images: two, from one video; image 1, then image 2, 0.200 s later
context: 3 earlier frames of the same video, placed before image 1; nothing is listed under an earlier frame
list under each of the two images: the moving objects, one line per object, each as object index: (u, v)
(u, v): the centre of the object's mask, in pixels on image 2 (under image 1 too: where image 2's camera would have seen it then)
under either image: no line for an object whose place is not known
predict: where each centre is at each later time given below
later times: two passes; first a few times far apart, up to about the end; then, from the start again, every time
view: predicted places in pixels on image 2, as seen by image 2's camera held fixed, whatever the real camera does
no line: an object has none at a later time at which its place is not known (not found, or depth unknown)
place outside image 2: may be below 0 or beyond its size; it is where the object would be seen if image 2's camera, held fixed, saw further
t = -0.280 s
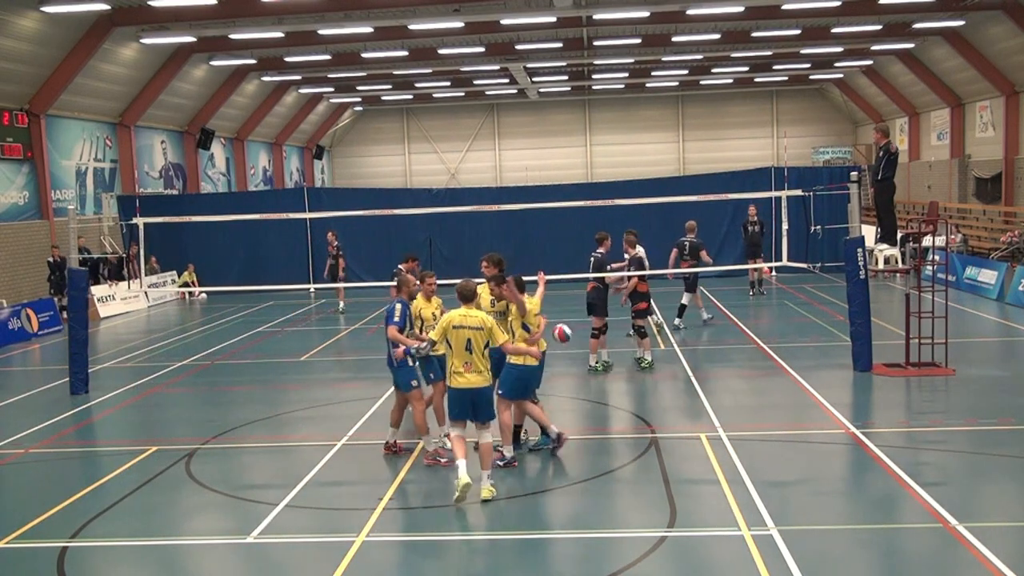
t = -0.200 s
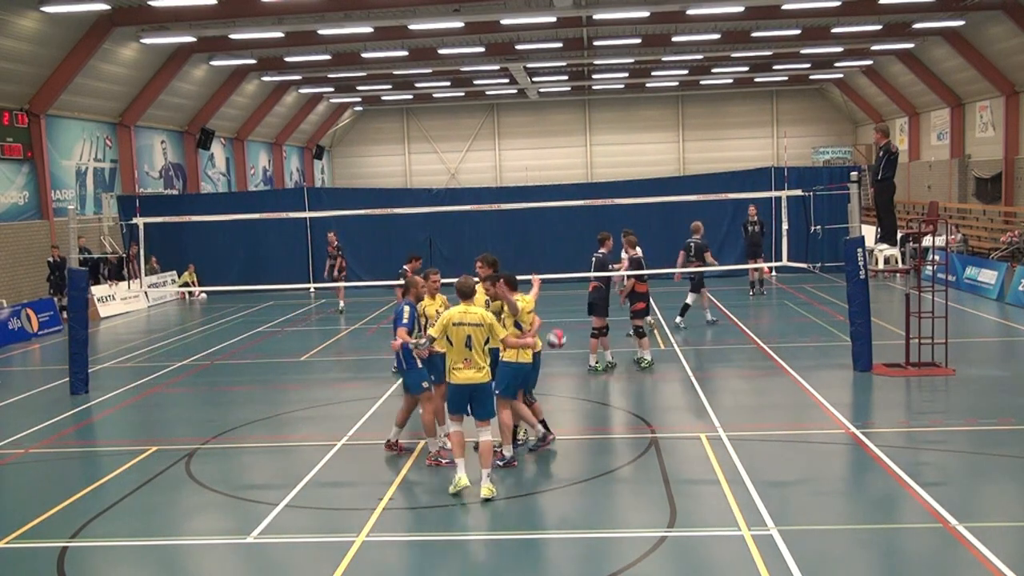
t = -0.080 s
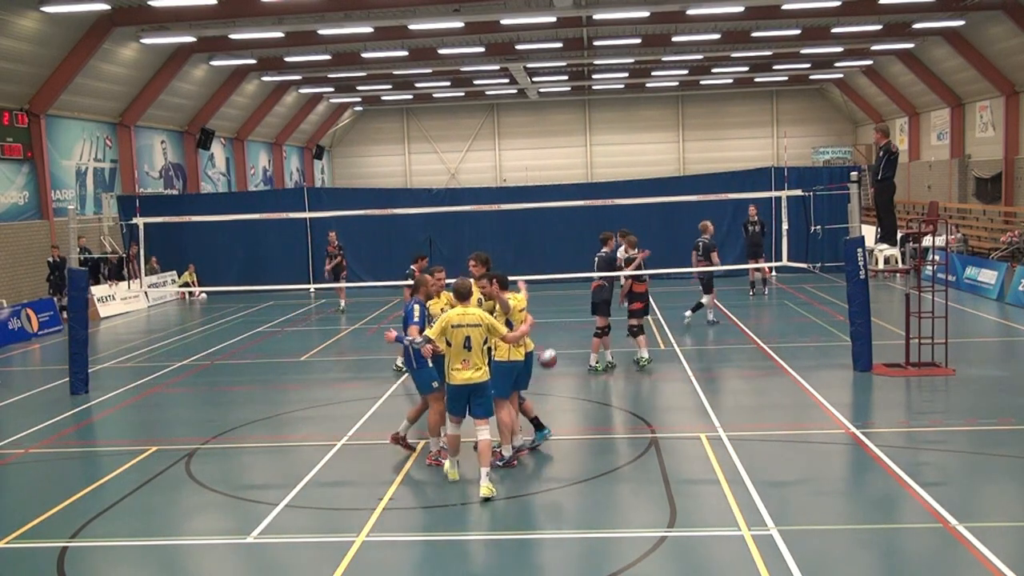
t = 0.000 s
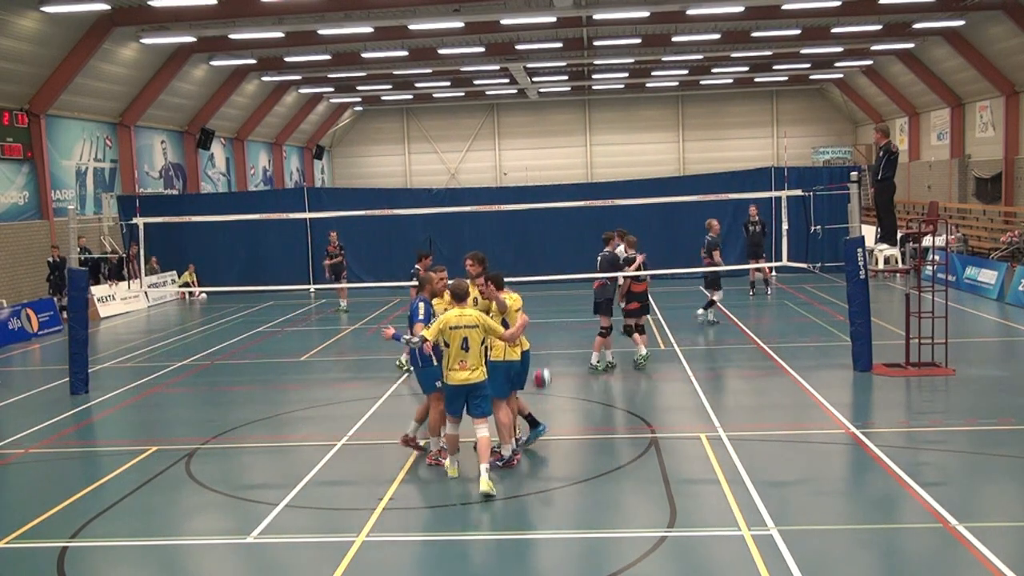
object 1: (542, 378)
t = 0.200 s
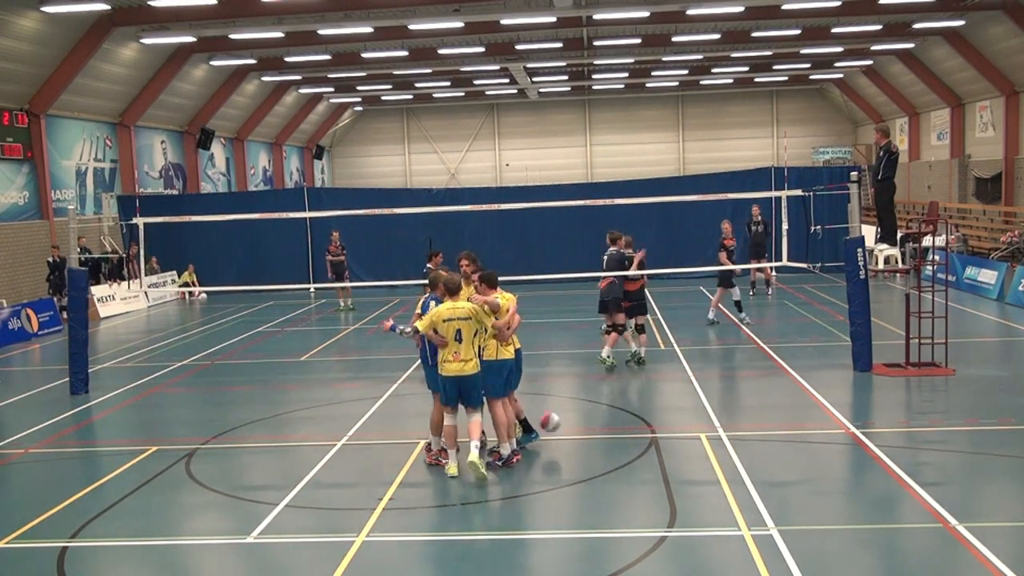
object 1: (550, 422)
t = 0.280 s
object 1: (562, 433)
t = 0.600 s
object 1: (617, 431)
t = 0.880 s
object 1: (669, 435)
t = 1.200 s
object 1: (731, 446)
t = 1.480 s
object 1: (787, 454)
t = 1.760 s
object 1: (847, 461)
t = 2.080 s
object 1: (917, 468)
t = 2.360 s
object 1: (981, 474)
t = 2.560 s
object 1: (1020, 476)
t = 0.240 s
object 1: (555, 426)
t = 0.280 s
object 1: (562, 433)
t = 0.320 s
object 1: (569, 436)
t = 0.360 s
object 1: (575, 432)
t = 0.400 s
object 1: (581, 428)
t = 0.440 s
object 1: (588, 425)
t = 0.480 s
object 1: (596, 424)
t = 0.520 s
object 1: (603, 425)
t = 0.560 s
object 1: (610, 426)
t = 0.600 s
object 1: (617, 431)
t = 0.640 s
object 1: (624, 436)
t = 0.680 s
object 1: (632, 444)
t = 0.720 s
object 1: (639, 440)
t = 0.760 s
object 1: (645, 435)
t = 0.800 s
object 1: (654, 434)
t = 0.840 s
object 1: (661, 434)
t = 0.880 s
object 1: (669, 435)
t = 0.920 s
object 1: (677, 438)
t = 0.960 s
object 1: (685, 443)
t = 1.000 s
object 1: (692, 449)
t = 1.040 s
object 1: (699, 446)
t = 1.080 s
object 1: (706, 444)
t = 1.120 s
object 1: (714, 443)
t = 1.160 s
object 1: (723, 443)
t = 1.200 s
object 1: (731, 446)
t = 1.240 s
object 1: (738, 448)
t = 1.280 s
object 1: (747, 453)
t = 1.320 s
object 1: (755, 450)
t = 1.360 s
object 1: (763, 449)
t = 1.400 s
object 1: (771, 450)
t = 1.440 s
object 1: (778, 451)
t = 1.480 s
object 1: (787, 454)
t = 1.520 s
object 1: (796, 457)
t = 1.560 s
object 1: (804, 455)
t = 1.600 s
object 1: (812, 455)
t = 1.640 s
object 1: (821, 456)
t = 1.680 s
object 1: (829, 460)
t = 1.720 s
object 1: (838, 462)
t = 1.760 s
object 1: (847, 461)
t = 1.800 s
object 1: (853, 460)
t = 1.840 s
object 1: (863, 463)
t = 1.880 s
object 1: (871, 464)
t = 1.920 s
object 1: (880, 464)
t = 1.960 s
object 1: (890, 465)
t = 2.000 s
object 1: (900, 466)
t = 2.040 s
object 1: (909, 467)
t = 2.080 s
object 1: (917, 468)
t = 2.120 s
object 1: (925, 469)
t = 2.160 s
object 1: (934, 470)
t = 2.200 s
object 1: (944, 470)
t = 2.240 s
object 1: (953, 471)
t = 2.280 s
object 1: (962, 471)
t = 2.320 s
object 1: (971, 472)
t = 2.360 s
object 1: (981, 474)
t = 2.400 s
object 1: (990, 475)
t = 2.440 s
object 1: (1000, 476)
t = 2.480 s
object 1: (1008, 476)
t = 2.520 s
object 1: (1014, 477)
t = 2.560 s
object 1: (1020, 476)
